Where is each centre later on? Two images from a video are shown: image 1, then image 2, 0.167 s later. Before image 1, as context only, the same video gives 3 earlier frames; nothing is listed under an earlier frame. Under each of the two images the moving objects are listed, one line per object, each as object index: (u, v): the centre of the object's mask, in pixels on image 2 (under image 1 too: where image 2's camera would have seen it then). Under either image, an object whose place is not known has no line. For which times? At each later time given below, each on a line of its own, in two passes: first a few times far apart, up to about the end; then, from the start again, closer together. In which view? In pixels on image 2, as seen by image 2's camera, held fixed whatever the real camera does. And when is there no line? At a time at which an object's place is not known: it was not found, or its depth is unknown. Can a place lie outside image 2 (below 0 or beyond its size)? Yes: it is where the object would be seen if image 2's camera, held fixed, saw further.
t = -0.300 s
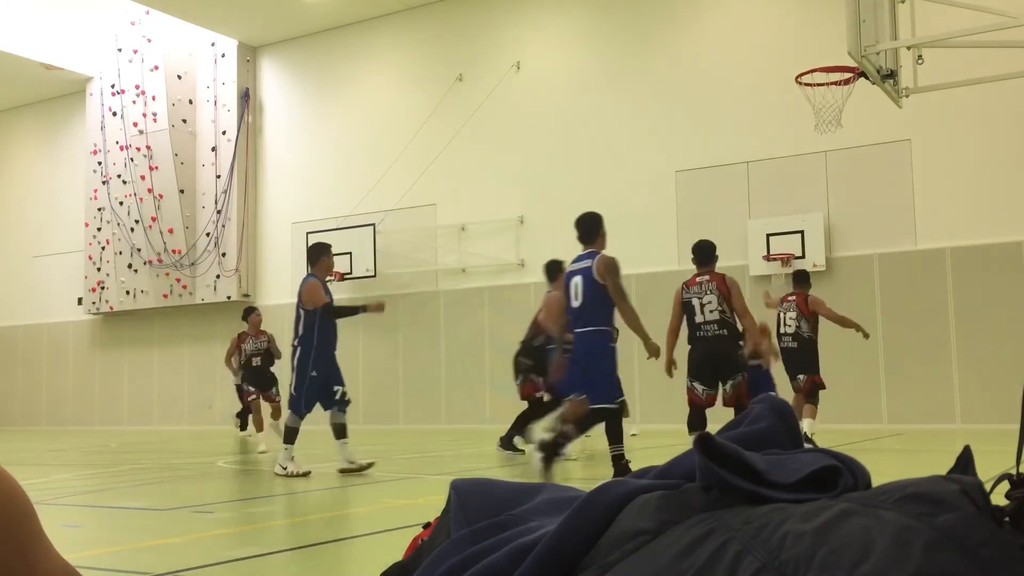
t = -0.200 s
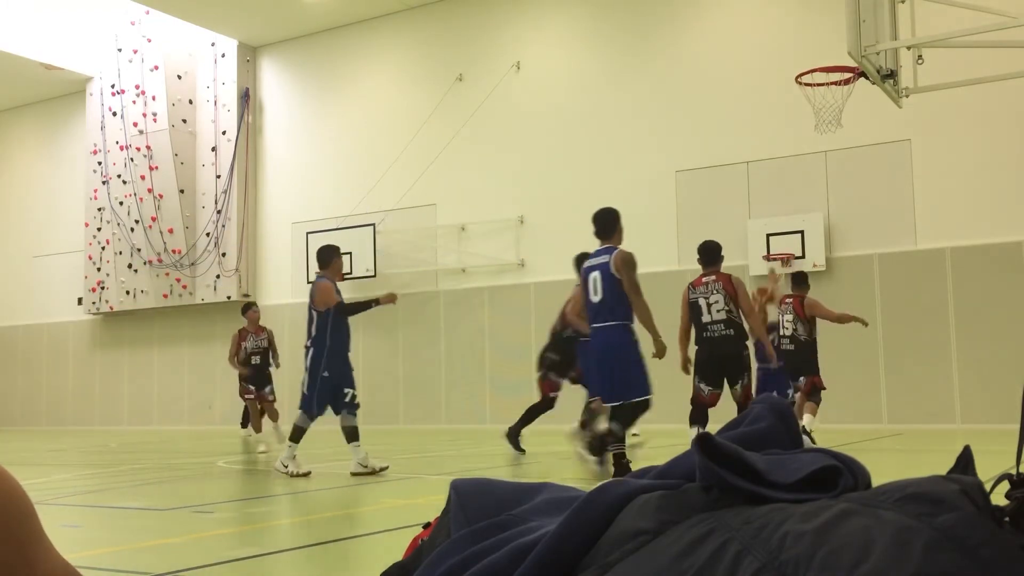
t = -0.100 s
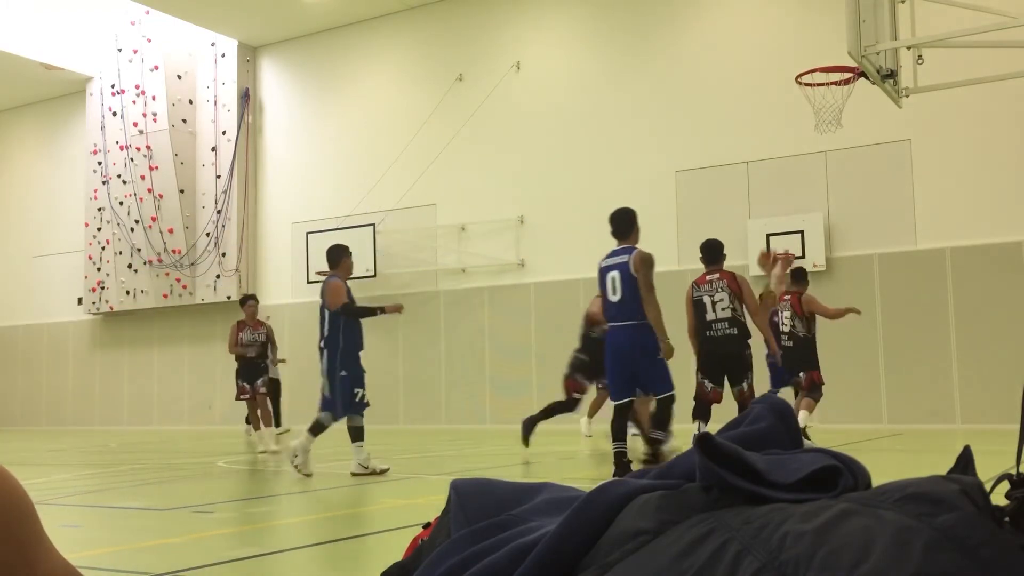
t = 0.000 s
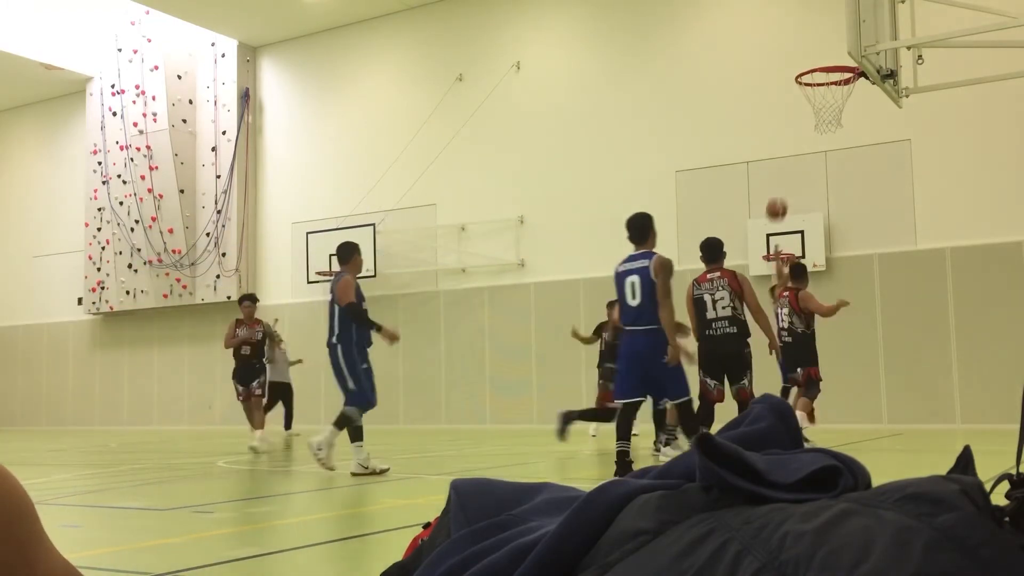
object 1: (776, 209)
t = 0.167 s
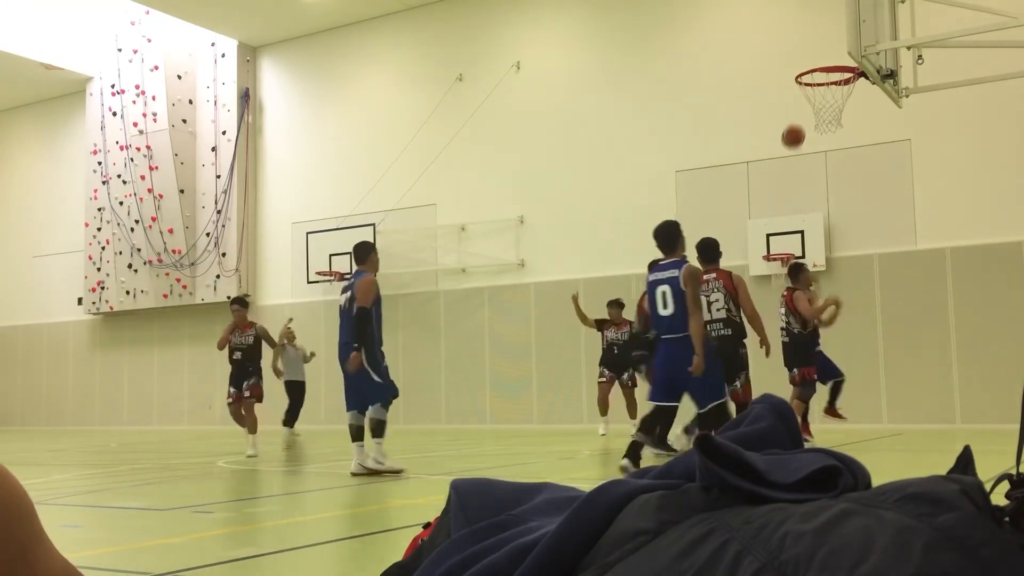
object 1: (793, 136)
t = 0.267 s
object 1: (804, 102)
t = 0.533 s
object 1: (839, 49)
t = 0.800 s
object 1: (839, 64)
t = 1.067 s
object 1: (781, 39)
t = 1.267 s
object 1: (740, 71)
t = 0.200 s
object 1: (797, 124)
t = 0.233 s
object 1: (800, 113)
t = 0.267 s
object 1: (804, 102)
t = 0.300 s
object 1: (808, 93)
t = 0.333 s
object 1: (813, 83)
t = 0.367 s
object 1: (818, 75)
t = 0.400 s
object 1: (822, 67)
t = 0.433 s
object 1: (827, 60)
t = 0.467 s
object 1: (833, 54)
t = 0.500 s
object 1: (836, 51)
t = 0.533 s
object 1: (839, 49)
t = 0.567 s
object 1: (842, 47)
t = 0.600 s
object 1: (844, 46)
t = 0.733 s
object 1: (849, 60)
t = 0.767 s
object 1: (845, 60)
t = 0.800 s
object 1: (839, 64)
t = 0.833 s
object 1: (832, 54)
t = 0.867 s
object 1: (825, 50)
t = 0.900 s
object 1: (817, 45)
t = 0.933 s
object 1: (810, 41)
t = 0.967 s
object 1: (803, 39)
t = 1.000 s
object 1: (795, 38)
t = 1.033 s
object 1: (788, 38)
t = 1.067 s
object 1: (781, 39)
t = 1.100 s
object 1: (774, 42)
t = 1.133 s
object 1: (767, 45)
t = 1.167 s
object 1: (760, 50)
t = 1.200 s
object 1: (753, 56)
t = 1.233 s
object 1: (747, 63)
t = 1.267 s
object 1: (740, 71)
